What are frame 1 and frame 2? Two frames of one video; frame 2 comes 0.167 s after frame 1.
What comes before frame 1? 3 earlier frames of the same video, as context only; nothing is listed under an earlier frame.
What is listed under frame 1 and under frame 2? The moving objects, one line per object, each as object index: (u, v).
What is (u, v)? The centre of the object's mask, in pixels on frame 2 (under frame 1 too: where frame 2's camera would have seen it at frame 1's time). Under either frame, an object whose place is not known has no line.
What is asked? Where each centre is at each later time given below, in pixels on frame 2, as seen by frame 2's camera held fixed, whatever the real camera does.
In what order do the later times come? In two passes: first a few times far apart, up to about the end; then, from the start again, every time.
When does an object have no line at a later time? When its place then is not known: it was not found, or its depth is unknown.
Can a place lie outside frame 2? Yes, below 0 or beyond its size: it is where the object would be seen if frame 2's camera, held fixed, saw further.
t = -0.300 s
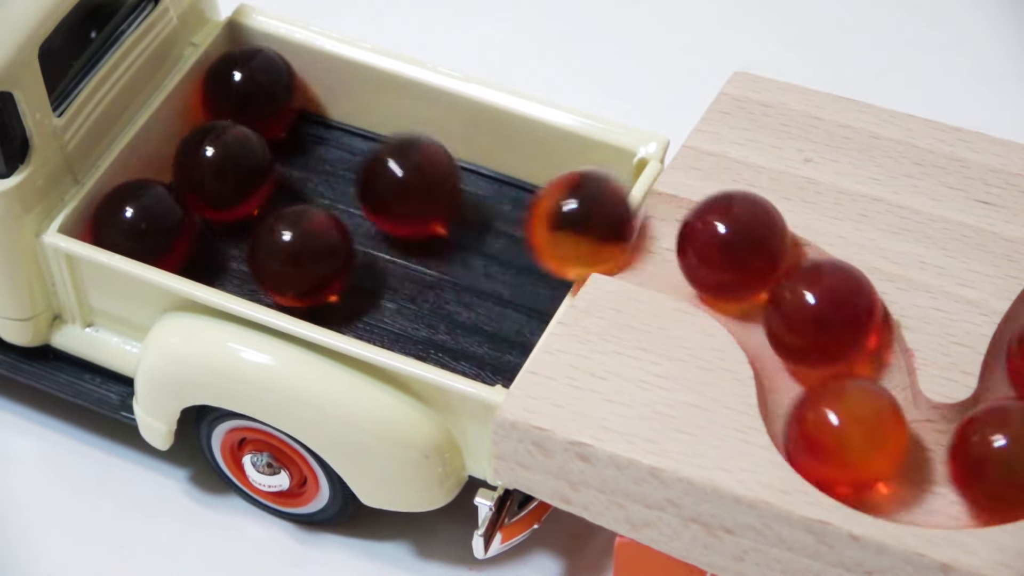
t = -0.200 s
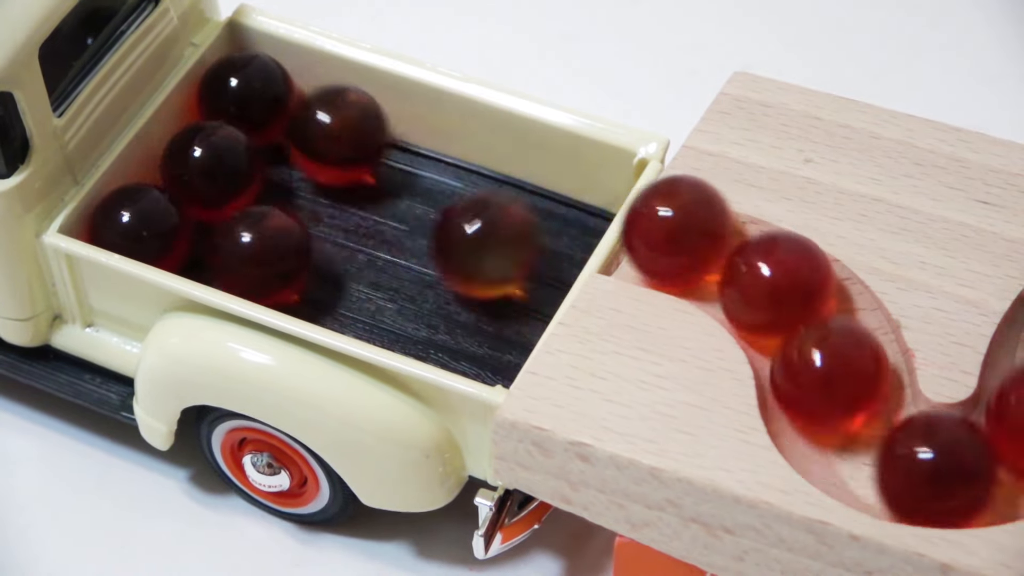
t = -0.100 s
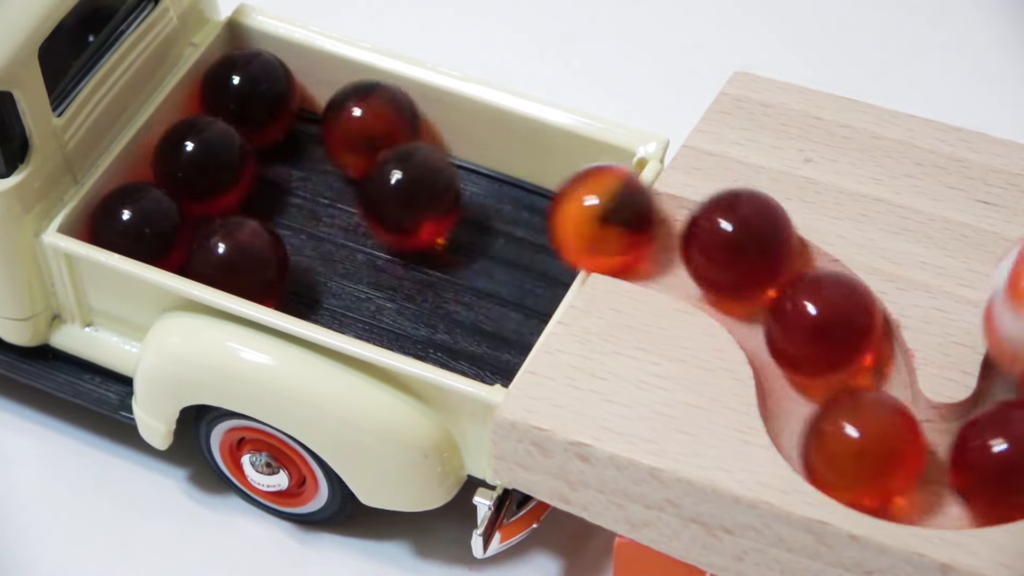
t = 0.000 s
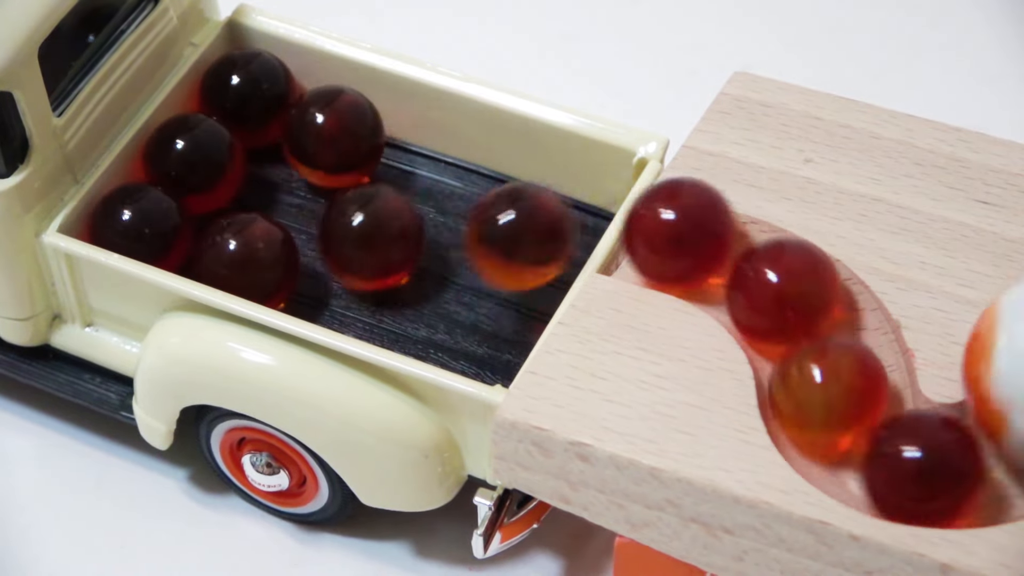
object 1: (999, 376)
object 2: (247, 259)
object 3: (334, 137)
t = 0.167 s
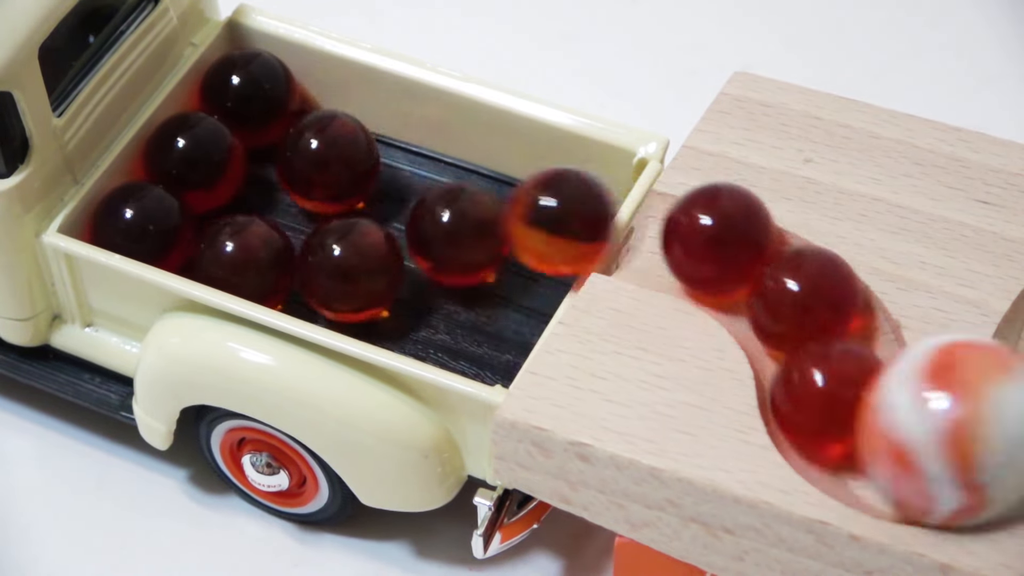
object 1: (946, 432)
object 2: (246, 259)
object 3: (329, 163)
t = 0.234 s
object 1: (901, 422)
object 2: (248, 258)
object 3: (323, 171)
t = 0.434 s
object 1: (830, 326)
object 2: (240, 261)
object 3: (293, 194)
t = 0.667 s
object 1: (751, 234)
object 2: (236, 258)
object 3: (291, 192)
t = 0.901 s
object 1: (590, 188)
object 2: (233, 258)
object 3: (300, 200)
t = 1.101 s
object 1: (491, 254)
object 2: (231, 256)
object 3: (289, 190)
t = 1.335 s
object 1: (452, 288)
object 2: (229, 255)
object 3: (287, 191)
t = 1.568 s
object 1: (446, 287)
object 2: (229, 255)
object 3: (287, 190)
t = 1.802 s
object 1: (446, 287)
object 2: (229, 255)
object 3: (286, 190)
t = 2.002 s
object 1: (446, 287)
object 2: (229, 255)
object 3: (287, 191)
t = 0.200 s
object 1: (925, 429)
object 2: (245, 259)
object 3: (326, 167)
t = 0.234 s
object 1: (901, 422)
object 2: (248, 258)
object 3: (323, 171)
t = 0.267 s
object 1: (876, 412)
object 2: (248, 258)
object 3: (320, 176)
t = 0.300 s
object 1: (858, 396)
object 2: (247, 258)
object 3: (315, 181)
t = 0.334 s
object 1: (846, 379)
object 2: (245, 258)
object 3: (305, 187)
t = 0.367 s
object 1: (840, 362)
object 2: (239, 259)
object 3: (292, 189)
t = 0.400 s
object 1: (836, 346)
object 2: (237, 260)
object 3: (290, 190)
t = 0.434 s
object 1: (830, 326)
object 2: (240, 261)
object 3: (293, 194)
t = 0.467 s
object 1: (824, 311)
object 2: (239, 260)
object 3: (292, 196)
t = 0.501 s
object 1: (816, 297)
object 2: (232, 258)
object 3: (291, 197)
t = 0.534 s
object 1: (806, 284)
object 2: (232, 258)
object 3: (292, 196)
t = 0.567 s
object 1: (795, 270)
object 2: (234, 258)
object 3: (293, 195)
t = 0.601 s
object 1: (782, 257)
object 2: (235, 258)
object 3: (294, 194)
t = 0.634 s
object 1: (767, 244)
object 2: (236, 258)
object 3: (290, 190)
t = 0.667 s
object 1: (751, 234)
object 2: (236, 258)
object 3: (291, 192)
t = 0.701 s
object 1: (731, 223)
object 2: (236, 259)
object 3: (294, 194)
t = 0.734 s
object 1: (709, 214)
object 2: (233, 257)
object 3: (297, 195)
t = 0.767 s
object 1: (688, 207)
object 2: (231, 256)
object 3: (298, 196)
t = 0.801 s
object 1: (664, 200)
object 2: (233, 257)
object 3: (300, 197)
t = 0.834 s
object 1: (641, 193)
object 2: (231, 257)
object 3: (301, 198)
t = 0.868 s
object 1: (617, 187)
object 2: (233, 258)
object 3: (302, 199)
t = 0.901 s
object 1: (590, 188)
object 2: (233, 258)
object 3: (300, 200)
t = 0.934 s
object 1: (566, 194)
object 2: (232, 257)
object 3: (298, 198)
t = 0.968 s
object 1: (551, 194)
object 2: (229, 257)
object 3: (292, 194)
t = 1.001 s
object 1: (538, 200)
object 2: (231, 257)
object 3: (287, 193)
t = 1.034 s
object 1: (524, 209)
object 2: (232, 257)
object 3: (288, 193)
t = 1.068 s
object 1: (509, 226)
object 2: (233, 257)
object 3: (289, 192)
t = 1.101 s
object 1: (491, 254)
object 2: (231, 256)
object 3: (289, 190)
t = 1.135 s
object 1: (470, 285)
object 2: (231, 255)
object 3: (290, 190)
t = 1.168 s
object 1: (465, 288)
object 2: (230, 255)
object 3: (290, 190)
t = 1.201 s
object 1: (463, 289)
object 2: (230, 255)
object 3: (289, 190)
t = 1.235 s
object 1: (461, 291)
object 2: (229, 255)
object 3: (286, 191)
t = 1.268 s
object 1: (457, 290)
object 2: (229, 255)
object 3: (287, 190)
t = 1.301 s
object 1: (454, 289)
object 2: (229, 255)
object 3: (287, 190)
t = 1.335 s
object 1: (452, 288)
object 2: (229, 255)
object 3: (287, 191)
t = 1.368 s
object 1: (450, 288)
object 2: (229, 255)
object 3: (286, 191)
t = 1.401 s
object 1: (449, 287)
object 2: (229, 255)
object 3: (286, 191)
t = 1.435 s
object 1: (448, 287)
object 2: (229, 255)
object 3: (286, 191)
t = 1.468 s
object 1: (447, 287)
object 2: (229, 255)
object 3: (286, 191)
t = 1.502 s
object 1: (447, 287)
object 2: (229, 255)
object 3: (286, 191)
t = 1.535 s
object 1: (446, 287)
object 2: (229, 255)
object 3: (286, 191)
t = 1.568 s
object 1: (446, 287)
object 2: (229, 255)
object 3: (287, 190)
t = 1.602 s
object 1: (446, 287)
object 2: (229, 255)
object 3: (286, 190)
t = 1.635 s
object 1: (446, 287)
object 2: (229, 255)
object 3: (286, 190)
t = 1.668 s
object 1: (446, 287)
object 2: (229, 255)
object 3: (286, 191)
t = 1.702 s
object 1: (446, 287)
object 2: (229, 255)
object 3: (286, 191)
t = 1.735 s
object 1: (446, 287)
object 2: (229, 255)
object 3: (286, 191)
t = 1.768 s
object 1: (446, 287)
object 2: (229, 255)
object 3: (286, 190)
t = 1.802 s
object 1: (446, 287)
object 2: (229, 255)
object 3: (286, 190)
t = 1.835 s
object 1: (446, 287)
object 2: (229, 255)
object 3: (286, 191)
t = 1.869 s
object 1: (446, 287)
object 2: (229, 255)
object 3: (286, 190)
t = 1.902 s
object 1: (446, 287)
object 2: (229, 255)
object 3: (286, 190)
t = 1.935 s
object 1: (446, 287)
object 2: (229, 255)
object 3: (287, 191)
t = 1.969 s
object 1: (446, 287)
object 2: (230, 255)
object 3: (287, 191)
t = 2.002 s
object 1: (446, 287)
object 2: (229, 255)
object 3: (287, 191)
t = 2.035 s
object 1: (446, 287)
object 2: (230, 255)
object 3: (287, 191)
